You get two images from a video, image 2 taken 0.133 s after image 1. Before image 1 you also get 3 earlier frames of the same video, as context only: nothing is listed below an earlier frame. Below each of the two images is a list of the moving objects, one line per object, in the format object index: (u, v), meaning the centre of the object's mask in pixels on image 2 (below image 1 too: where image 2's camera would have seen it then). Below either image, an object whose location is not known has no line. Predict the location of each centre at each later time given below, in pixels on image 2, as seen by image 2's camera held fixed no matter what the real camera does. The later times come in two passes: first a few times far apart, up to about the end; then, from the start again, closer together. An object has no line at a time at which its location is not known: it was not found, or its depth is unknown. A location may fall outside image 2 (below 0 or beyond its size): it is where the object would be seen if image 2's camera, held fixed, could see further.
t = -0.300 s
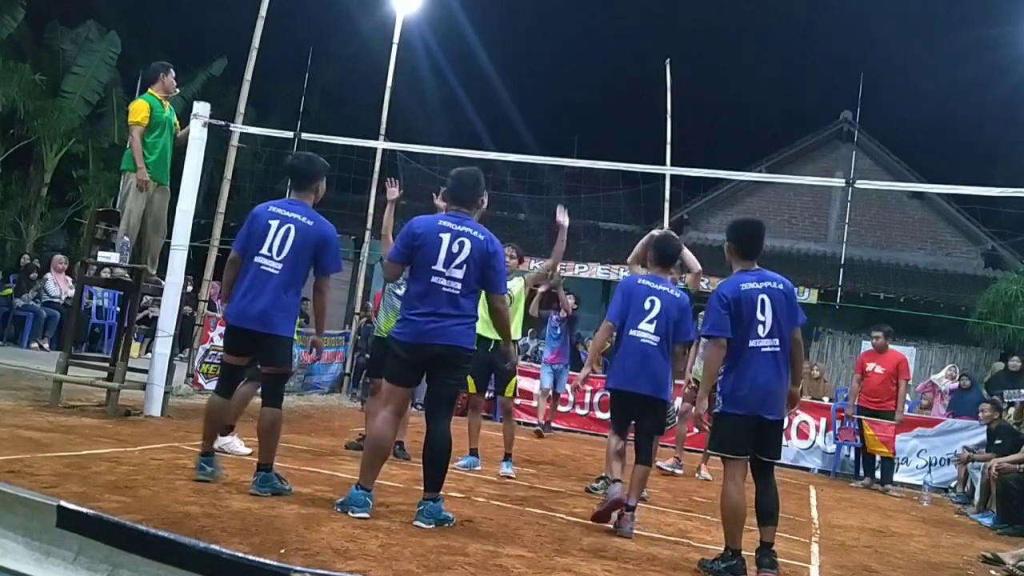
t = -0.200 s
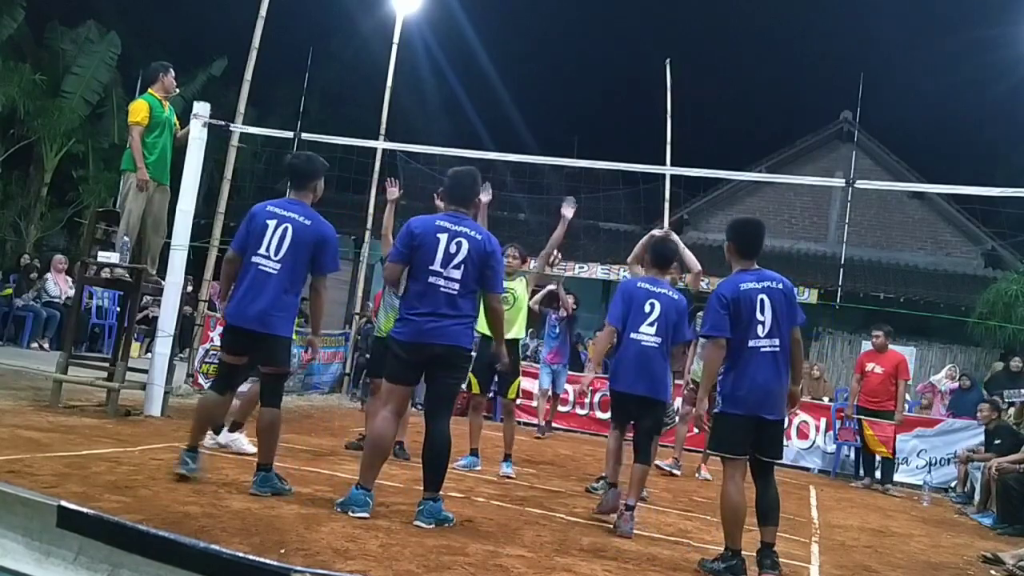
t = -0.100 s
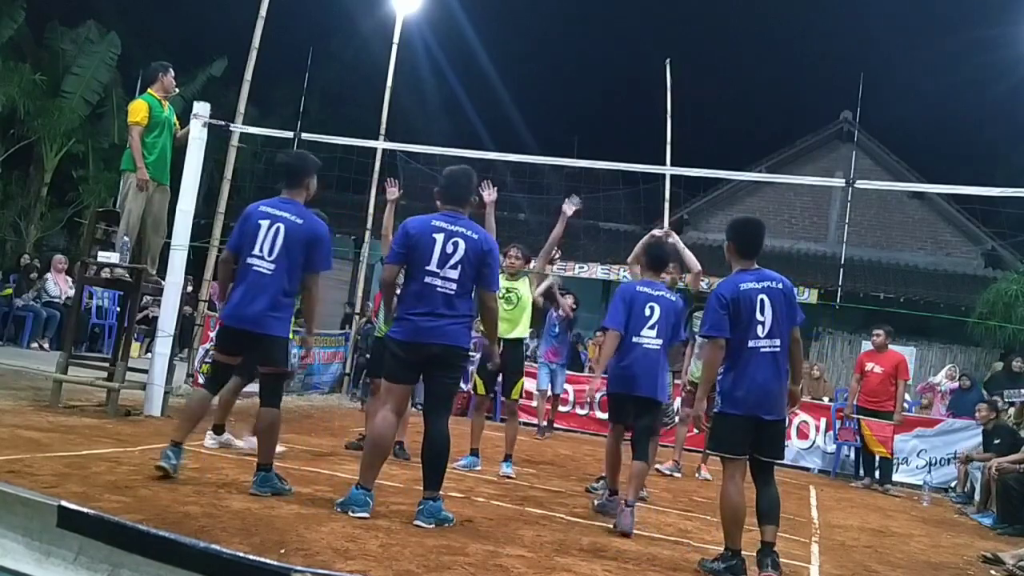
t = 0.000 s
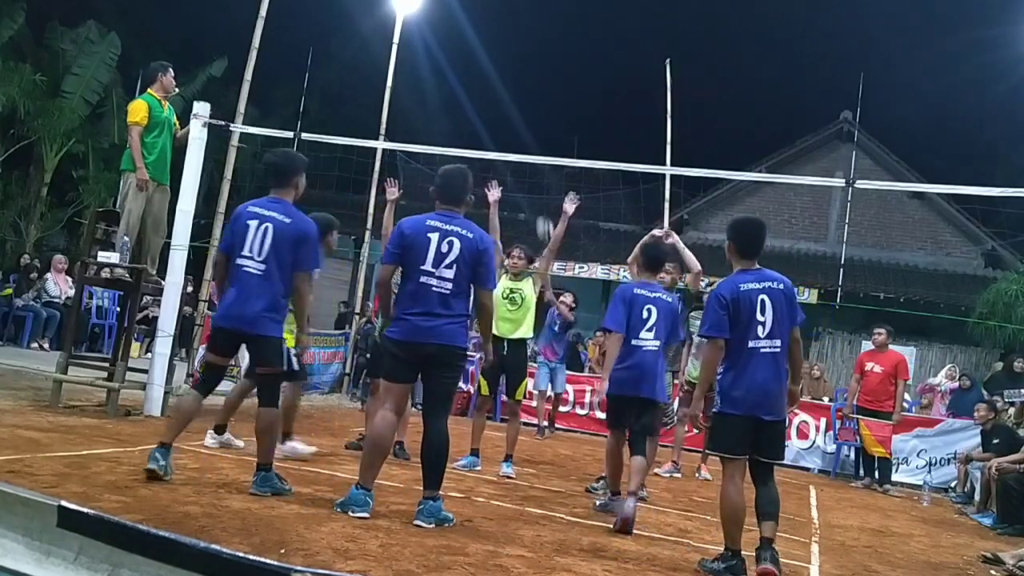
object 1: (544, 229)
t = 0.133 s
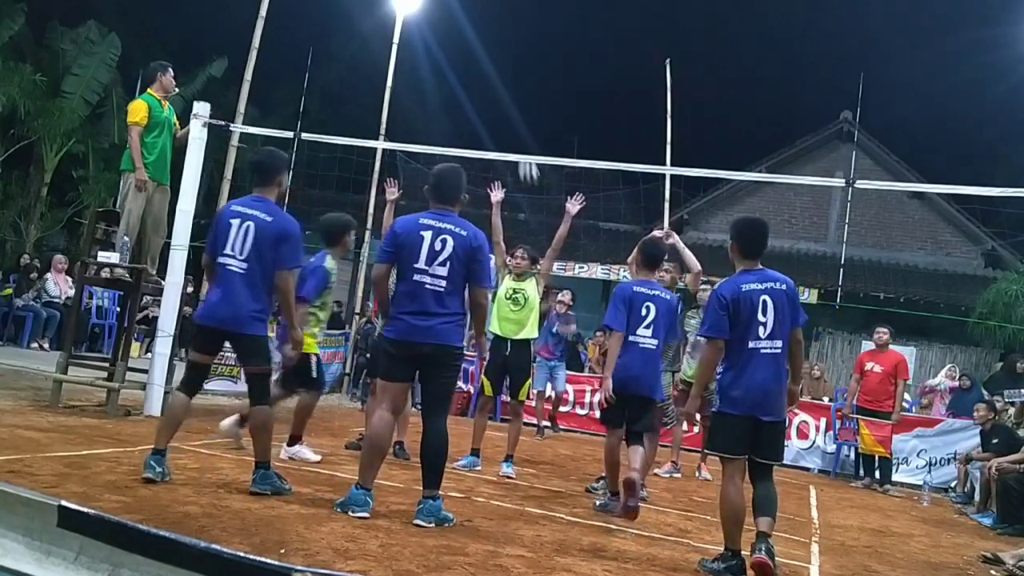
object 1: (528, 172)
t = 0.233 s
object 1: (512, 133)
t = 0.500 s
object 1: (458, 60)
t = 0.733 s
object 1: (391, 44)
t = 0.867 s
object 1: (340, 62)
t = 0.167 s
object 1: (523, 154)
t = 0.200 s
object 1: (517, 142)
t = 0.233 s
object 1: (512, 133)
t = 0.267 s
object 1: (506, 122)
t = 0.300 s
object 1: (500, 110)
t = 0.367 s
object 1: (488, 90)
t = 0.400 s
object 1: (481, 81)
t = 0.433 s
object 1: (474, 73)
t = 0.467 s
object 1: (466, 66)
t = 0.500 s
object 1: (458, 60)
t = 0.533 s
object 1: (450, 54)
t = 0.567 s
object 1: (442, 50)
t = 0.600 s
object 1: (433, 46)
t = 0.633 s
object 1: (423, 44)
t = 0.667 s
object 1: (415, 41)
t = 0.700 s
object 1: (403, 43)
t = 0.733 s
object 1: (391, 44)
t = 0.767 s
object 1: (377, 46)
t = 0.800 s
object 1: (367, 49)
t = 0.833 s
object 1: (354, 55)
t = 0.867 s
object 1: (340, 62)
